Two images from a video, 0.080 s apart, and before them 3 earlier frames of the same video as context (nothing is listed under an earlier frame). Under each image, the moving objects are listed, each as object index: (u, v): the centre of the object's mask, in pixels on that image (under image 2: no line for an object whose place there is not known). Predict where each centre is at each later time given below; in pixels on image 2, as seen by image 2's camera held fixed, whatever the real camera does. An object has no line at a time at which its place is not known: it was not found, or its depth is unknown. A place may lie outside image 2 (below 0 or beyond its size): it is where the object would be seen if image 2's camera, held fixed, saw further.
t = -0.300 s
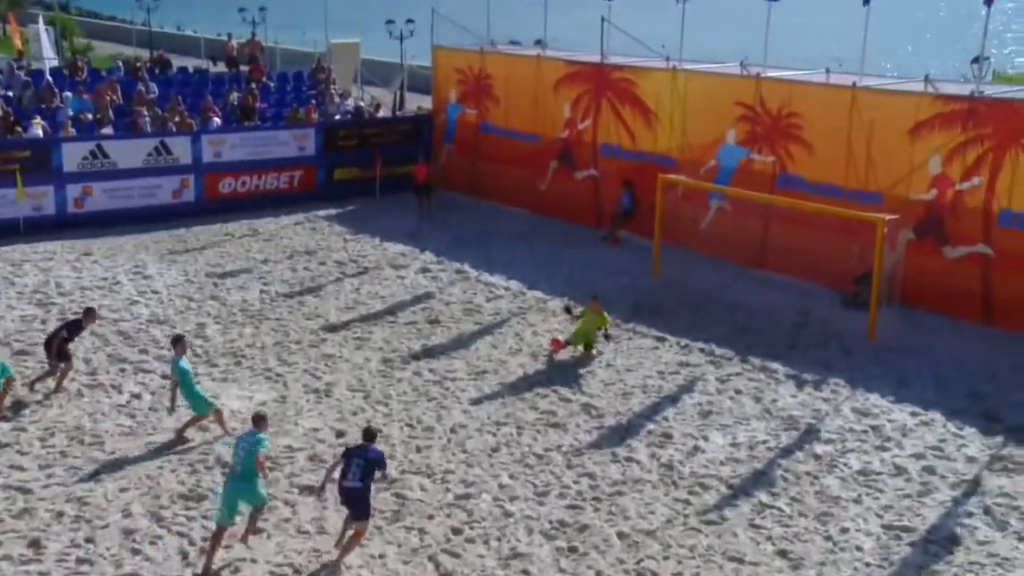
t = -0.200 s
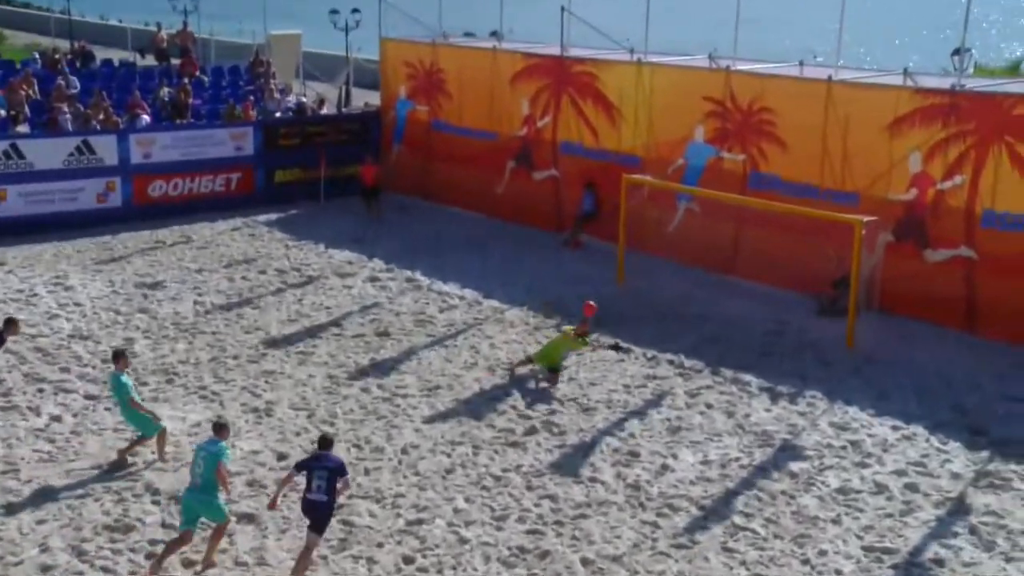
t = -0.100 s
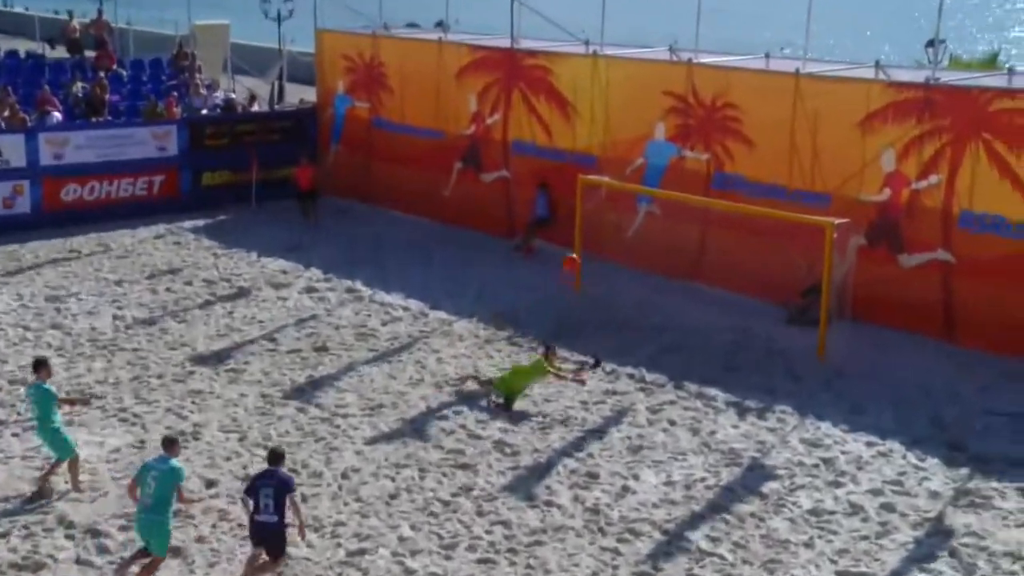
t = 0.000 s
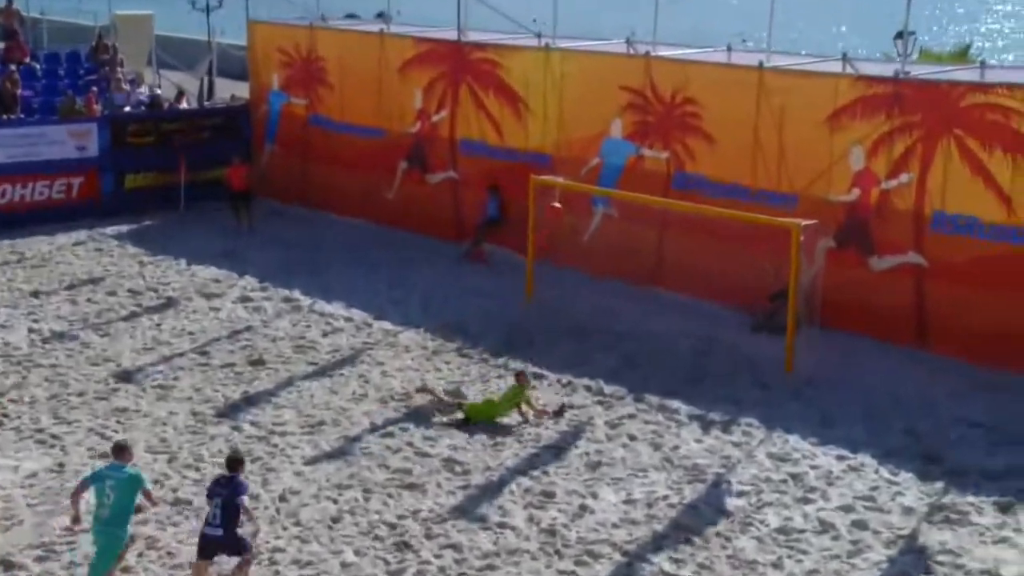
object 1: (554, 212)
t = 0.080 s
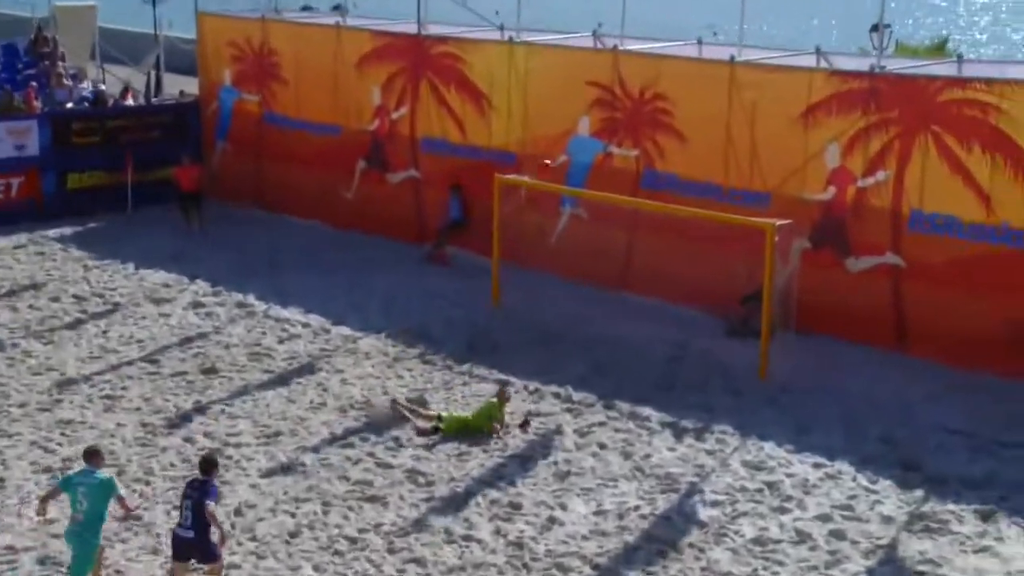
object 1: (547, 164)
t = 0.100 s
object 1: (552, 158)
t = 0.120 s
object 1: (556, 147)
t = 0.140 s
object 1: (563, 138)
